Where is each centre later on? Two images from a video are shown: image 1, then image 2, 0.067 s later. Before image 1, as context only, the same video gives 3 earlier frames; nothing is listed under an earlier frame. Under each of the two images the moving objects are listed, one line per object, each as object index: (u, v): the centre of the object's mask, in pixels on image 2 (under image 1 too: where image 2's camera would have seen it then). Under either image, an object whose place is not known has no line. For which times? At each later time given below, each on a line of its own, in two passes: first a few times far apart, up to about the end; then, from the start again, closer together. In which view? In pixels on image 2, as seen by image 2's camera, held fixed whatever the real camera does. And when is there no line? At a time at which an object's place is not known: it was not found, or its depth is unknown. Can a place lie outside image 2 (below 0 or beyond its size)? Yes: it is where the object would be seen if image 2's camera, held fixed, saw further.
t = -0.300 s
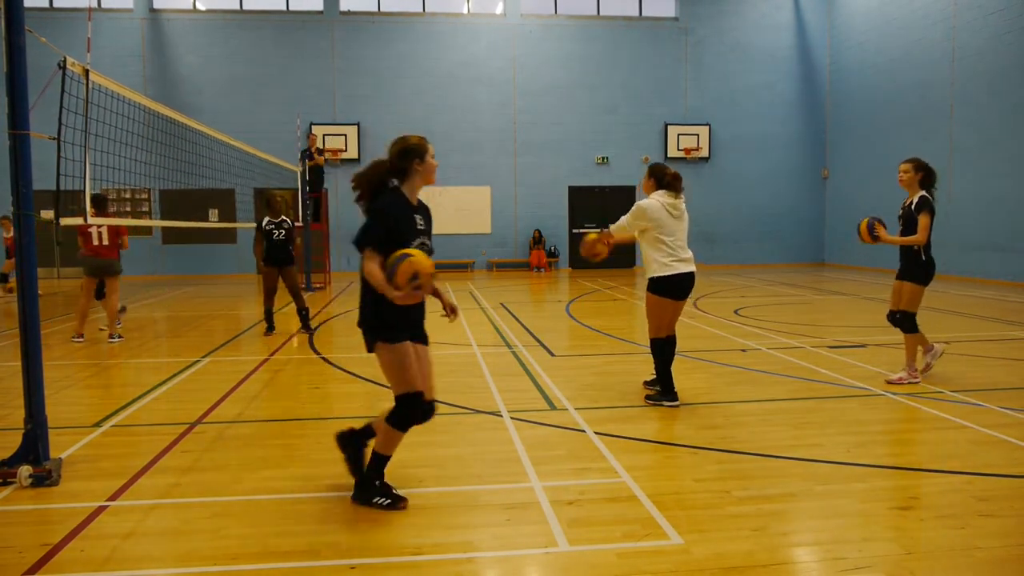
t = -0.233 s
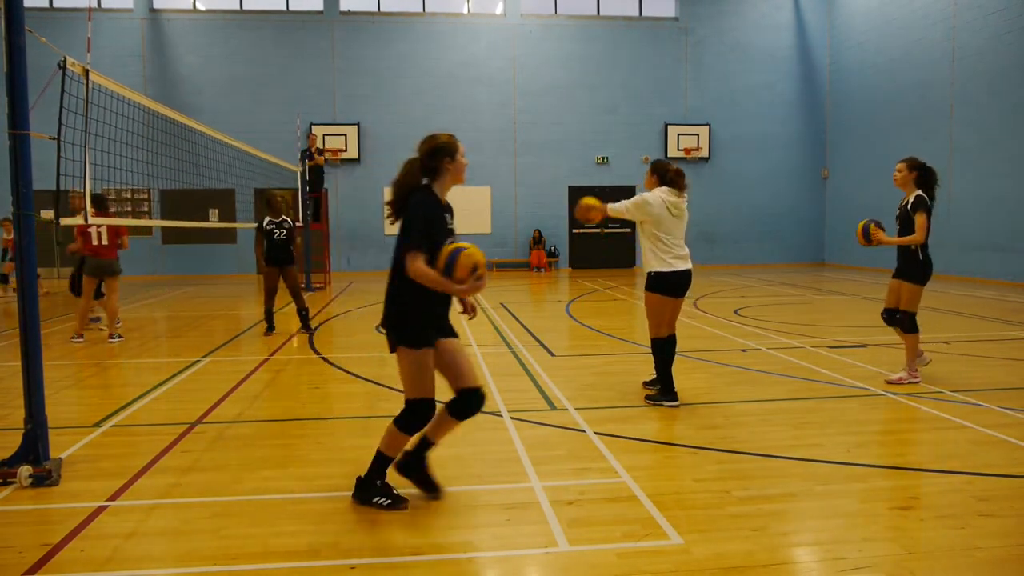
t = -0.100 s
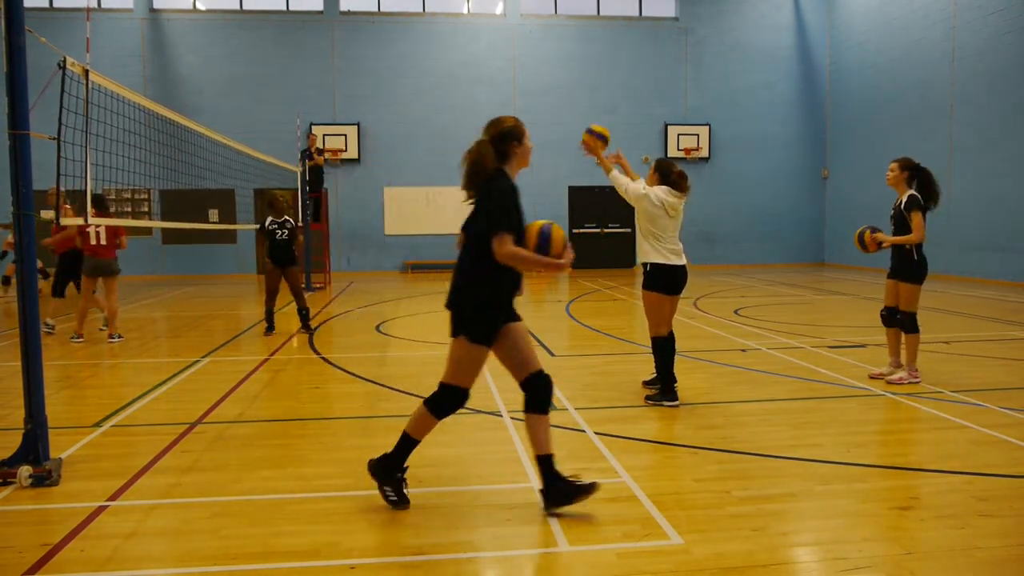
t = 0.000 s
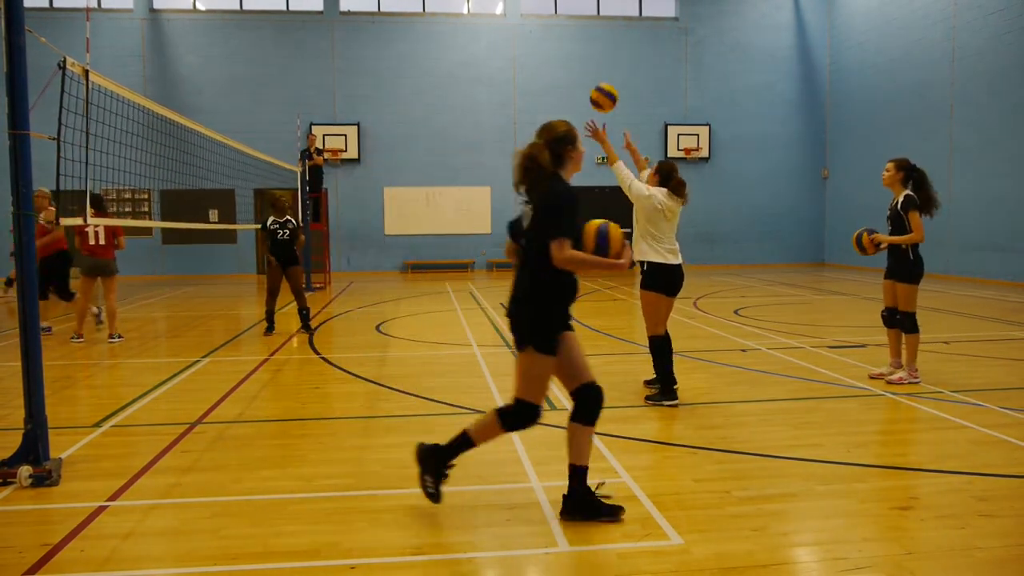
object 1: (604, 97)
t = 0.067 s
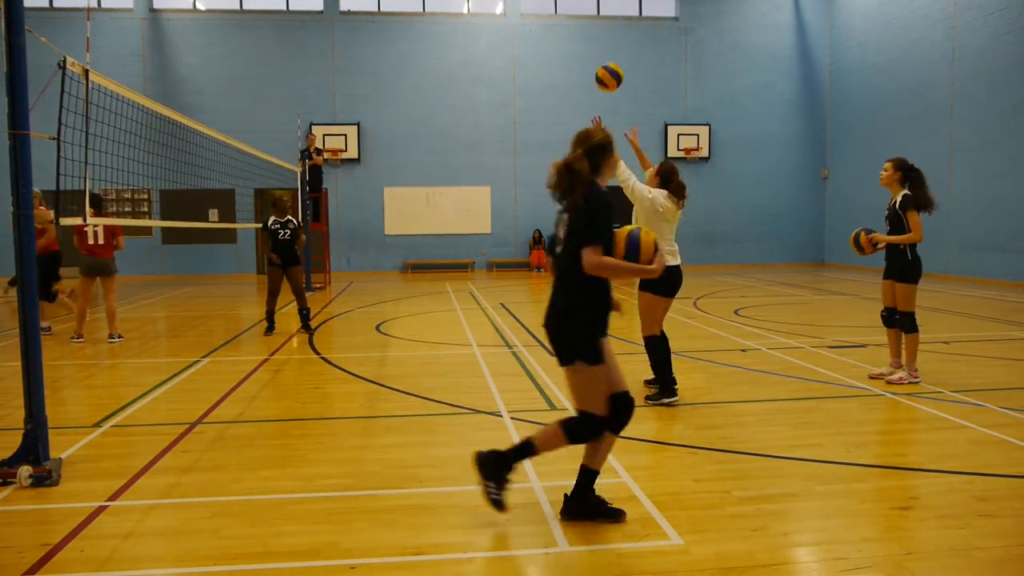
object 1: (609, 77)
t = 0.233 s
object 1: (622, 50)
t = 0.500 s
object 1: (643, 83)
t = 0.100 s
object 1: (611, 70)
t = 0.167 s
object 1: (617, 57)
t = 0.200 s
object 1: (620, 53)
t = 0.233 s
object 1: (622, 50)
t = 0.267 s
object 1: (625, 50)
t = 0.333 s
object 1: (630, 52)
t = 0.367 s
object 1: (633, 55)
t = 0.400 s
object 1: (635, 60)
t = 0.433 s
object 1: (638, 67)
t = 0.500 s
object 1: (643, 83)
